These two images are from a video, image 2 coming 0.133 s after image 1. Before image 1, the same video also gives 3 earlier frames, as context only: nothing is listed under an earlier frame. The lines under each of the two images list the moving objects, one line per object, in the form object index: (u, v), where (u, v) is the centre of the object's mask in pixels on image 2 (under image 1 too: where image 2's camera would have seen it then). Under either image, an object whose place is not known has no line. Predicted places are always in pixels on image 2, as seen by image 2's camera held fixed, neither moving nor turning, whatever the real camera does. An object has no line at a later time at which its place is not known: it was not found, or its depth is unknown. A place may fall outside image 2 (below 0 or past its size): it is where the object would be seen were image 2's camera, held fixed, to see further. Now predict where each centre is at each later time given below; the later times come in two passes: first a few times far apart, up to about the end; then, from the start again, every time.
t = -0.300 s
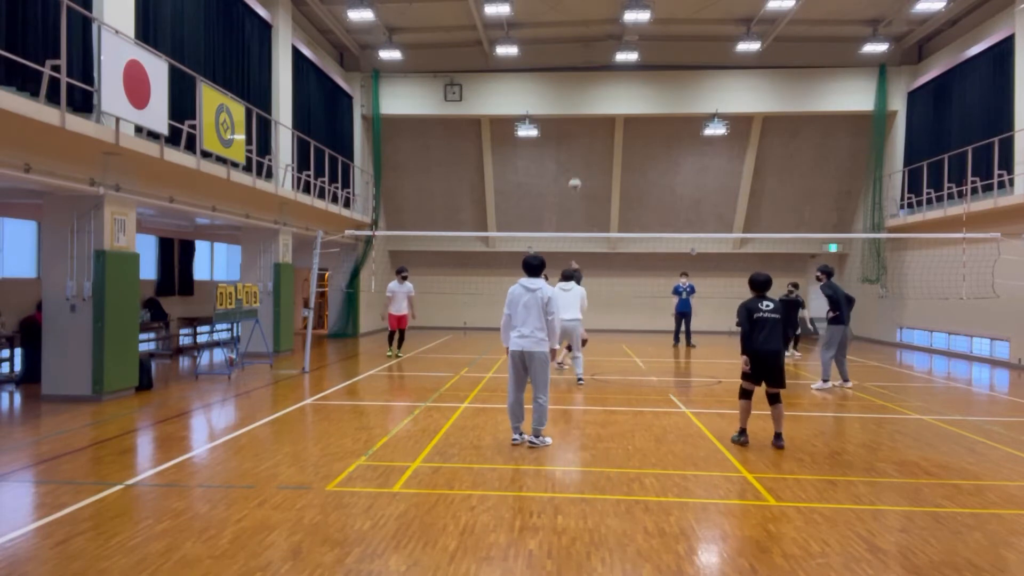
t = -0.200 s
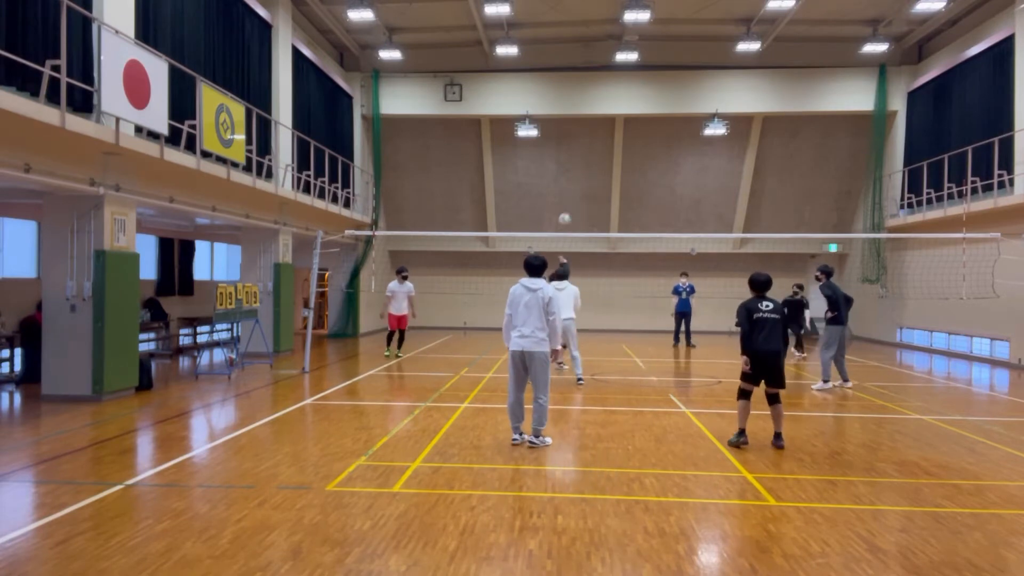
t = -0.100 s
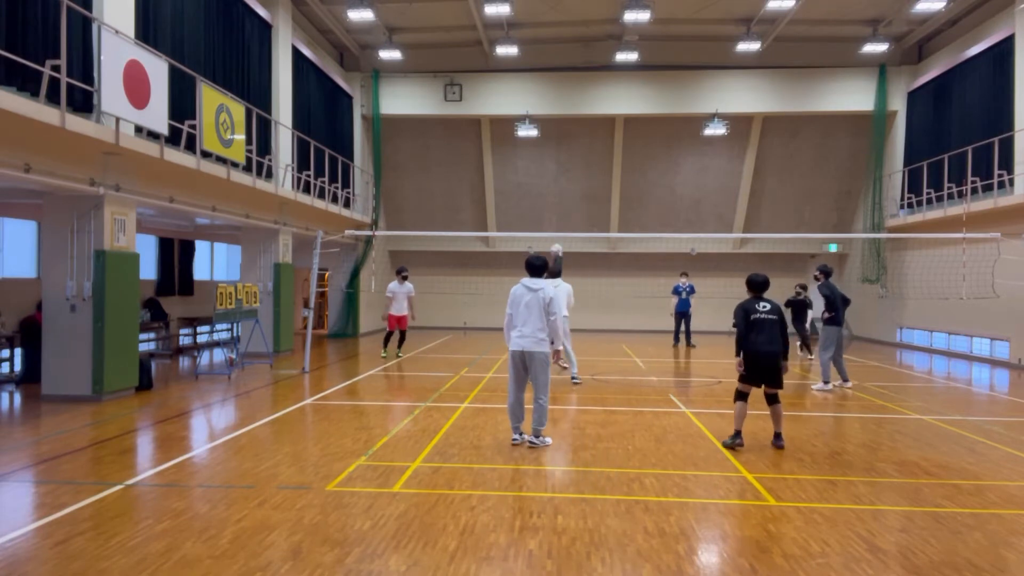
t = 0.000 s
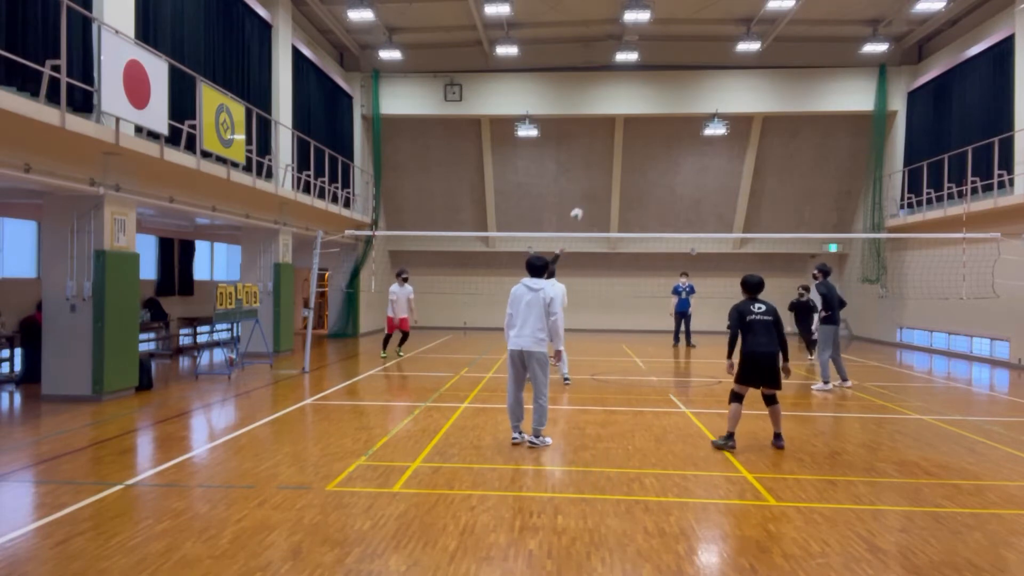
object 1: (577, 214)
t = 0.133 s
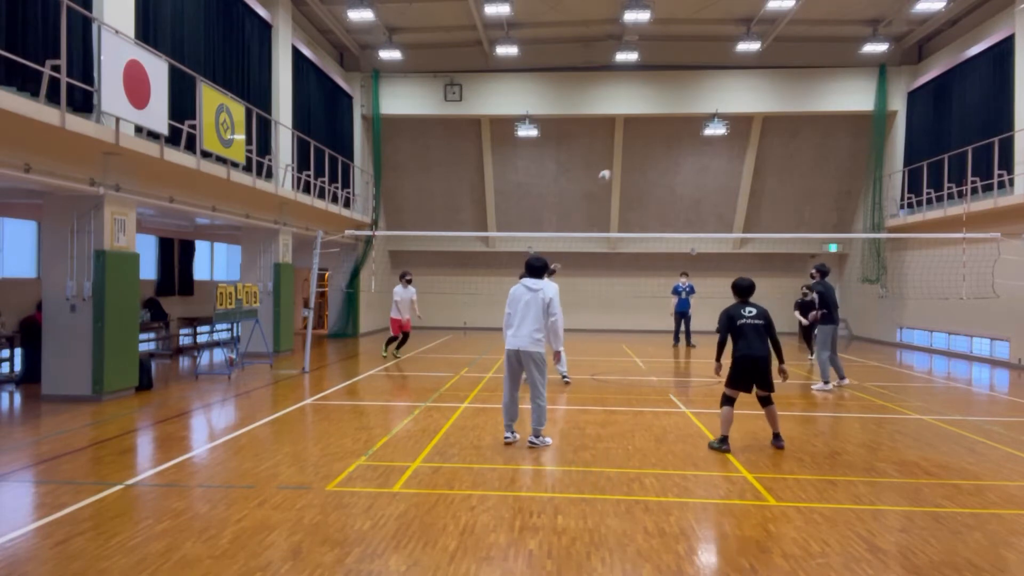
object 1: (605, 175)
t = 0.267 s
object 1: (633, 149)
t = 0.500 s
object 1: (681, 127)
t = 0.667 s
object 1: (712, 132)
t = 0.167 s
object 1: (612, 167)
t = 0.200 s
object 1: (619, 160)
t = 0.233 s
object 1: (626, 154)
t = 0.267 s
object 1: (633, 149)
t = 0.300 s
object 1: (640, 143)
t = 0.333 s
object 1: (647, 139)
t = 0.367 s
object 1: (653, 136)
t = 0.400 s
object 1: (660, 132)
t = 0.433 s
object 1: (667, 130)
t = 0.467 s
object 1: (674, 128)
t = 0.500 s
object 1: (681, 127)
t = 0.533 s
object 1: (687, 127)
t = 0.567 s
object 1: (694, 127)
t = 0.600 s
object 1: (699, 128)
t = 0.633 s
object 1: (706, 130)
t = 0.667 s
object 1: (712, 132)
